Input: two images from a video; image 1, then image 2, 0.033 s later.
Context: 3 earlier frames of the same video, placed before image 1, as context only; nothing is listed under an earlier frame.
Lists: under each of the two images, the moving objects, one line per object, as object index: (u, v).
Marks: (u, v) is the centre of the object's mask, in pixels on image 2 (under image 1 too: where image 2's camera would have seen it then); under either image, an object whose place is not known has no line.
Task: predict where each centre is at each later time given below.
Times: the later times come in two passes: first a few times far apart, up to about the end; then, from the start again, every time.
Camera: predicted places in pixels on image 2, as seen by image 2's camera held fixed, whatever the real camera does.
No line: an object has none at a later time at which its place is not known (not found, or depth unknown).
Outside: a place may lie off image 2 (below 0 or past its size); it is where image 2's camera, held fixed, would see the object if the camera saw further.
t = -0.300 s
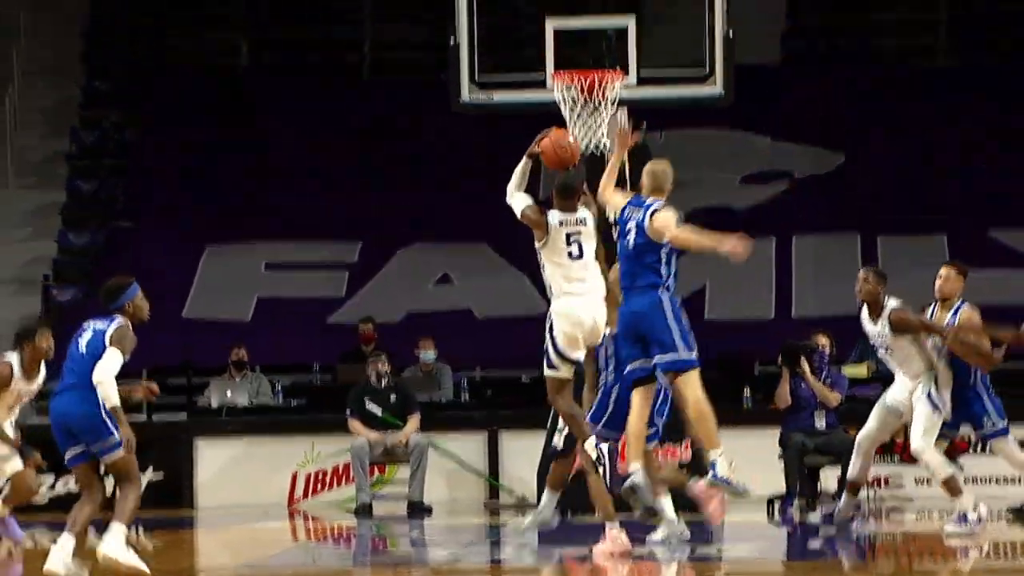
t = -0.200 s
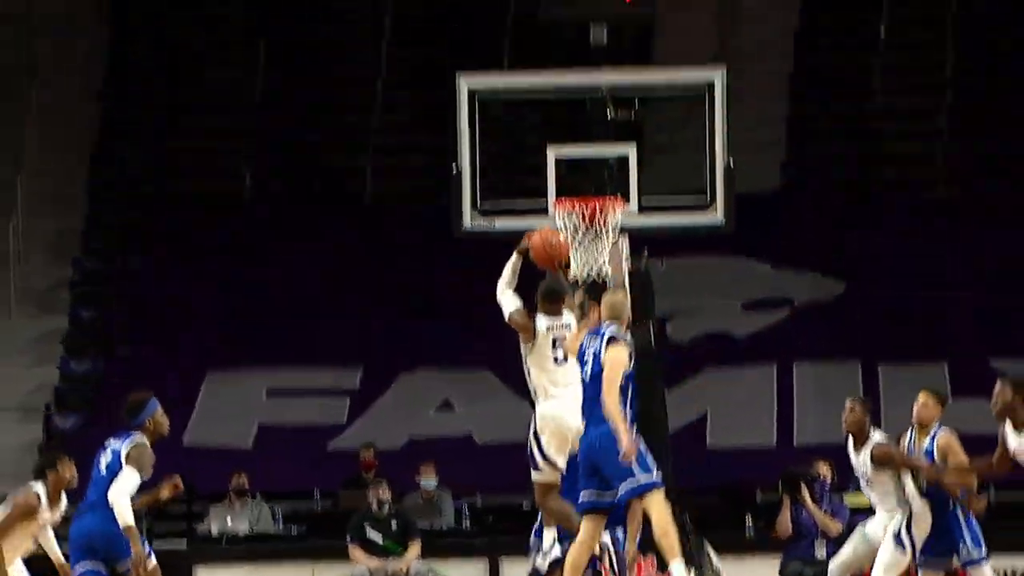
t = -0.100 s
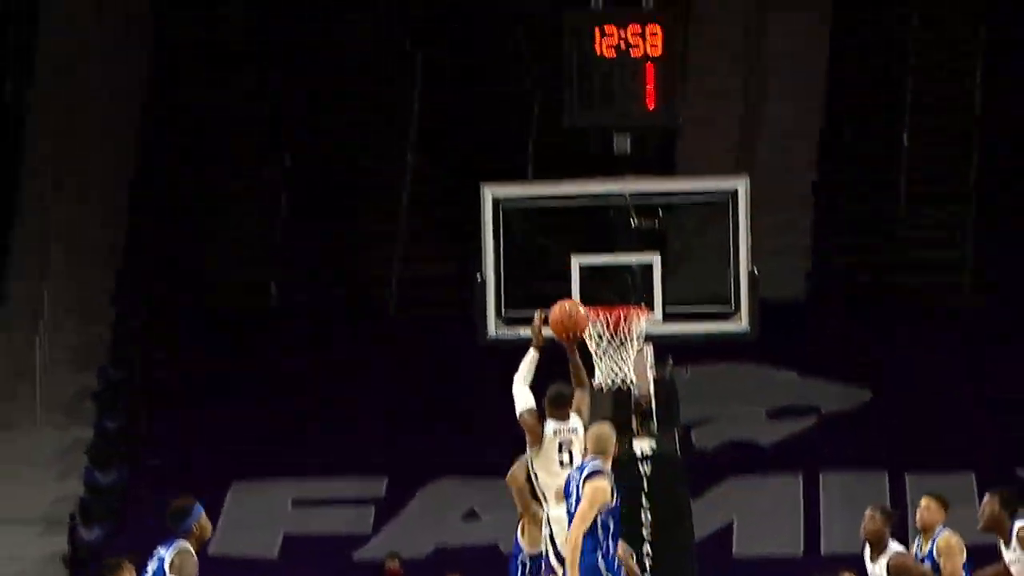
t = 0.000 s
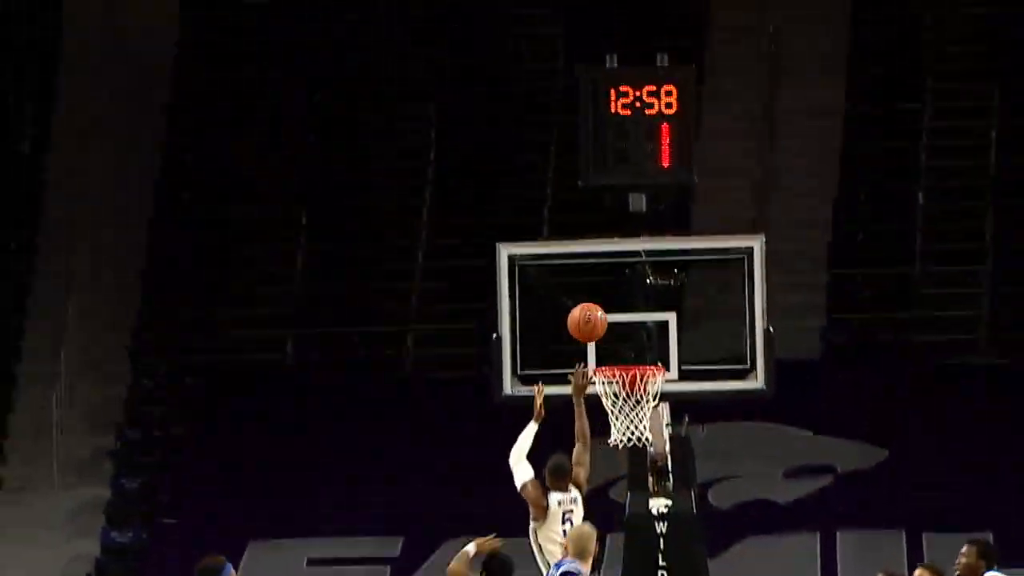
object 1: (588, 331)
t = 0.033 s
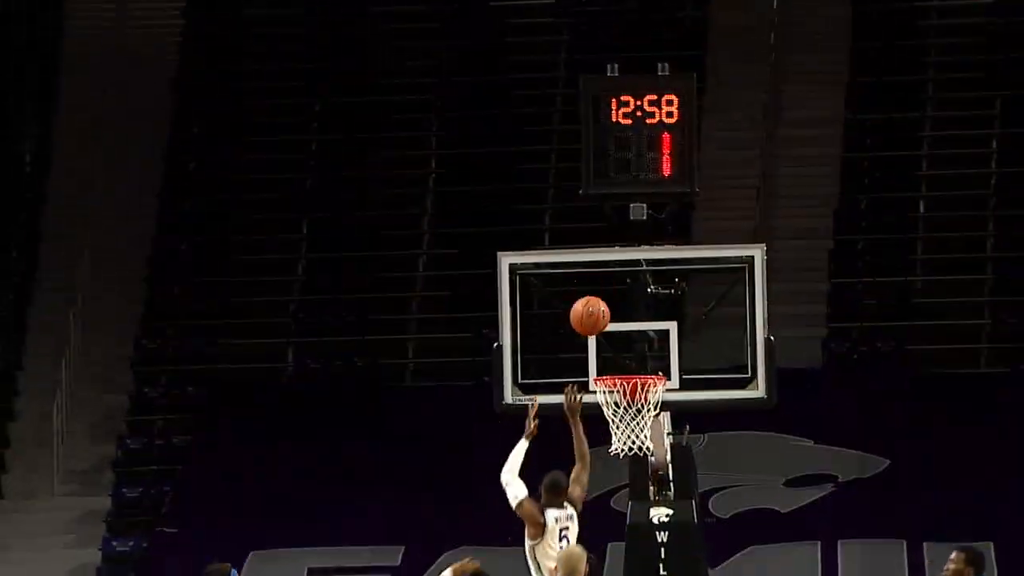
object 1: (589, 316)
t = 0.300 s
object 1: (603, 258)
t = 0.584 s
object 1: (616, 315)
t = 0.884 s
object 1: (648, 473)
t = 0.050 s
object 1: (590, 308)
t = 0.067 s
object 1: (592, 302)
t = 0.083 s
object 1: (592, 296)
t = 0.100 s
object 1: (593, 290)
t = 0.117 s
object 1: (594, 285)
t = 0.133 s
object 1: (594, 280)
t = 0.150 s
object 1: (595, 277)
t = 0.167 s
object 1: (596, 273)
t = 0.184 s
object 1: (597, 269)
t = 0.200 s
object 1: (598, 266)
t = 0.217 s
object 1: (599, 263)
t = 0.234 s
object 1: (599, 261)
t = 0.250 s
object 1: (600, 260)
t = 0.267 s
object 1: (601, 259)
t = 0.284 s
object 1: (602, 258)
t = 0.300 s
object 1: (603, 258)
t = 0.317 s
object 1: (603, 258)
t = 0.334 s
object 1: (604, 258)
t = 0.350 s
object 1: (605, 260)
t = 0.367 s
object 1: (606, 261)
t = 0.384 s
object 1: (607, 262)
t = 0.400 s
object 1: (608, 265)
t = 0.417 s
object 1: (608, 268)
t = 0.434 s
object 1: (609, 271)
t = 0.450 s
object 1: (610, 274)
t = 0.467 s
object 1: (611, 278)
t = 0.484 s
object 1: (612, 282)
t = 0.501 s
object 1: (612, 286)
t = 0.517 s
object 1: (613, 291)
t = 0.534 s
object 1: (614, 296)
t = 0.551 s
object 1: (615, 302)
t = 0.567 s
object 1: (615, 308)
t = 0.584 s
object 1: (616, 315)
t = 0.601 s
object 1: (617, 322)
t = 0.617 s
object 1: (618, 329)
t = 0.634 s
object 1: (619, 337)
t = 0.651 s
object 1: (620, 345)
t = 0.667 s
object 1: (621, 352)
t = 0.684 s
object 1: (622, 359)
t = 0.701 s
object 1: (622, 366)
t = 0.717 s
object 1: (623, 371)
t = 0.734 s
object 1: (624, 388)
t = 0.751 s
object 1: (627, 395)
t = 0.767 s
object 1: (628, 403)
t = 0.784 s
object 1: (629, 412)
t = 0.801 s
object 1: (637, 422)
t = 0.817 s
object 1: (638, 432)
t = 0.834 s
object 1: (643, 445)
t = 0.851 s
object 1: (645, 454)
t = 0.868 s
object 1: (646, 462)
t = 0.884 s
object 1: (648, 473)
